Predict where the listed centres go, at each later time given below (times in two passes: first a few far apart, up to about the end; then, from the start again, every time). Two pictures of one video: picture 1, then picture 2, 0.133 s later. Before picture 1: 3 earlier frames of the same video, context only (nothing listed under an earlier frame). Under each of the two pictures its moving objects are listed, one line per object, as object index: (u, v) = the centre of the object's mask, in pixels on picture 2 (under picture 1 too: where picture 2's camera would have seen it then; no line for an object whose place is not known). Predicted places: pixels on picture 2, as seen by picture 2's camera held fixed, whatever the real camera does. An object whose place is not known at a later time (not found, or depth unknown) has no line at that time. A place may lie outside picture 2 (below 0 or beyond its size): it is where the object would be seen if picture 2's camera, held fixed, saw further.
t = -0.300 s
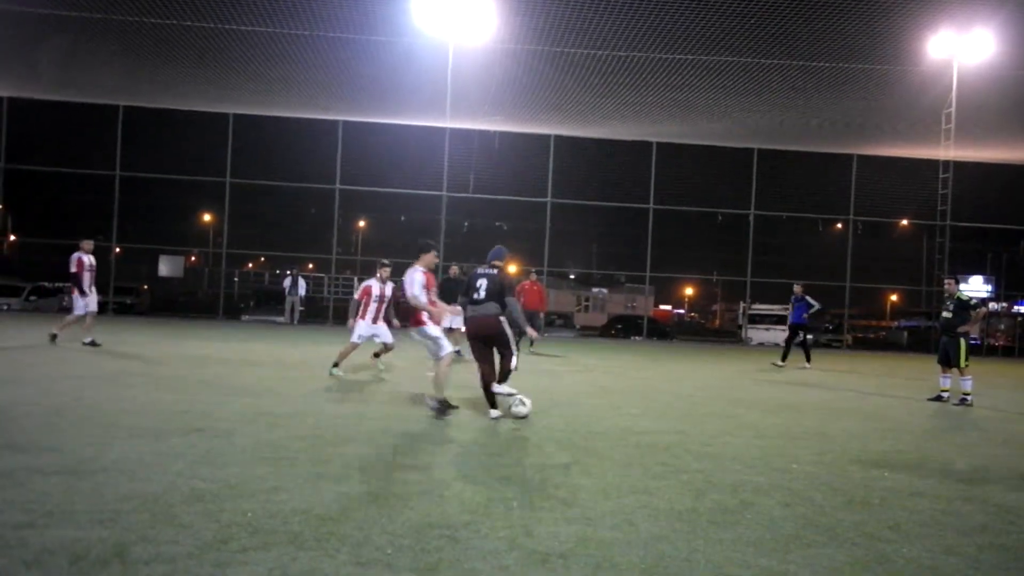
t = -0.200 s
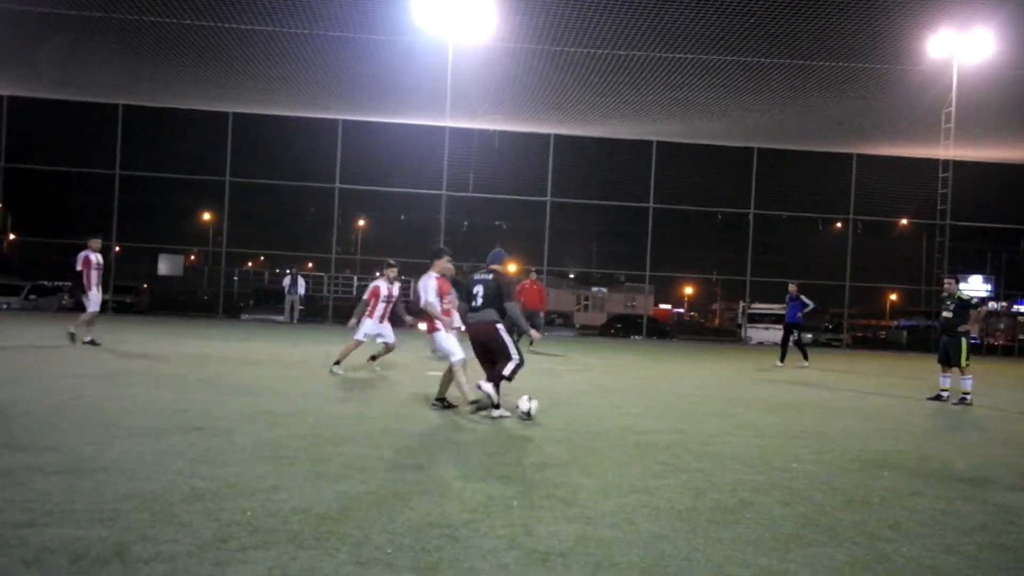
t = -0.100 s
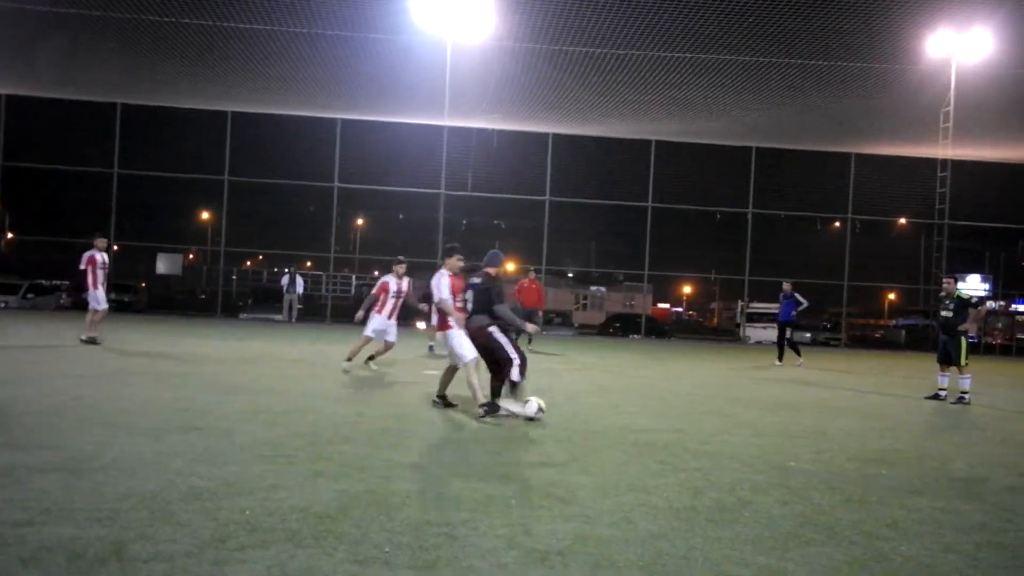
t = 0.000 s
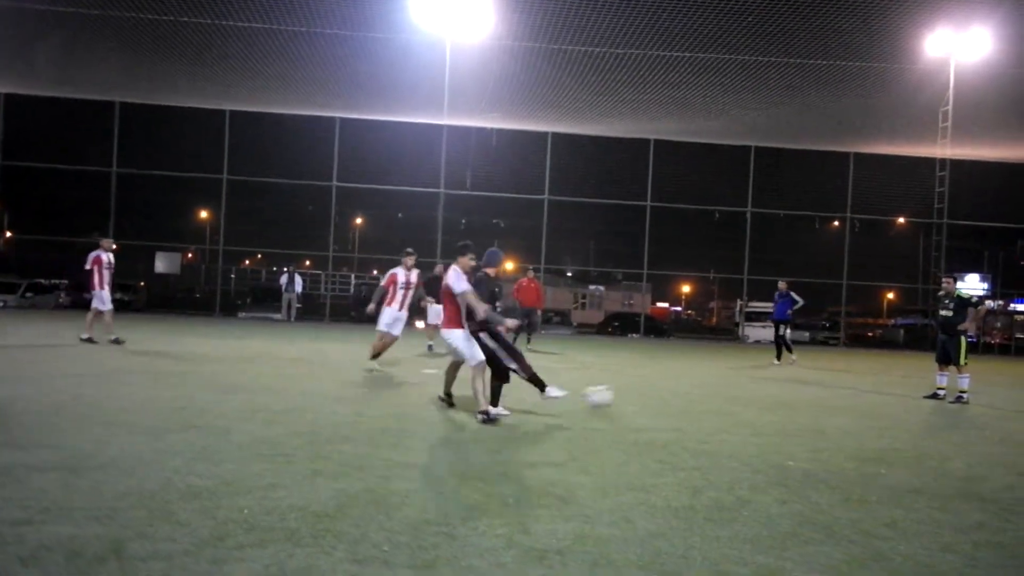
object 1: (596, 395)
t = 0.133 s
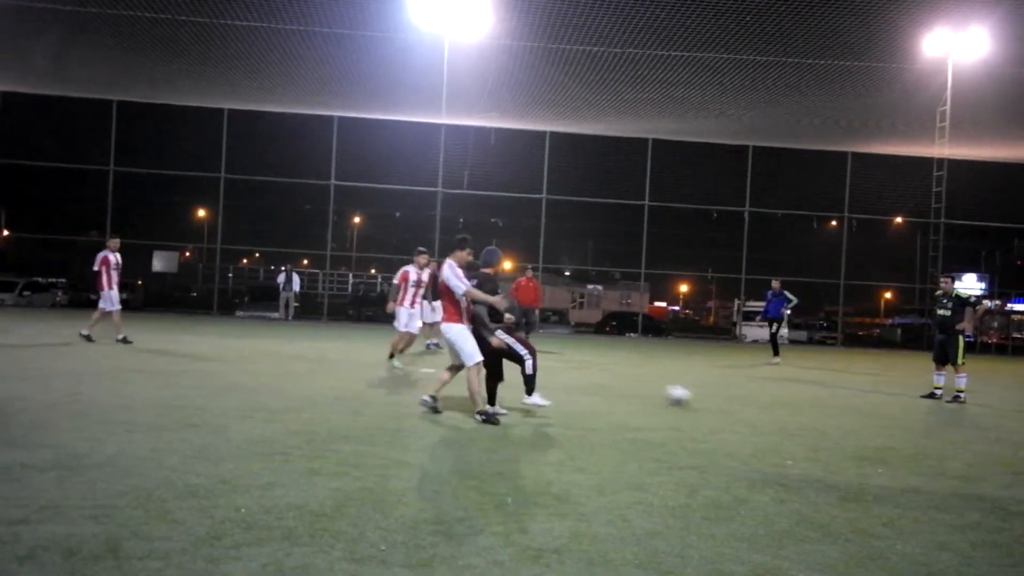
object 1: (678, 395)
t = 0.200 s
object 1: (710, 392)
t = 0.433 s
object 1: (792, 384)
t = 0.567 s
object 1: (824, 381)
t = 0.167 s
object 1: (695, 395)
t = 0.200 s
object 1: (710, 392)
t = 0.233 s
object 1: (724, 388)
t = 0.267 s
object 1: (737, 387)
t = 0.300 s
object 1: (749, 386)
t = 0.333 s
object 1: (762, 386)
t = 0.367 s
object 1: (772, 388)
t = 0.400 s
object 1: (783, 388)
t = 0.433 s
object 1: (792, 384)
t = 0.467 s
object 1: (801, 382)
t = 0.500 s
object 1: (809, 381)
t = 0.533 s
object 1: (816, 381)
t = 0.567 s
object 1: (824, 381)
